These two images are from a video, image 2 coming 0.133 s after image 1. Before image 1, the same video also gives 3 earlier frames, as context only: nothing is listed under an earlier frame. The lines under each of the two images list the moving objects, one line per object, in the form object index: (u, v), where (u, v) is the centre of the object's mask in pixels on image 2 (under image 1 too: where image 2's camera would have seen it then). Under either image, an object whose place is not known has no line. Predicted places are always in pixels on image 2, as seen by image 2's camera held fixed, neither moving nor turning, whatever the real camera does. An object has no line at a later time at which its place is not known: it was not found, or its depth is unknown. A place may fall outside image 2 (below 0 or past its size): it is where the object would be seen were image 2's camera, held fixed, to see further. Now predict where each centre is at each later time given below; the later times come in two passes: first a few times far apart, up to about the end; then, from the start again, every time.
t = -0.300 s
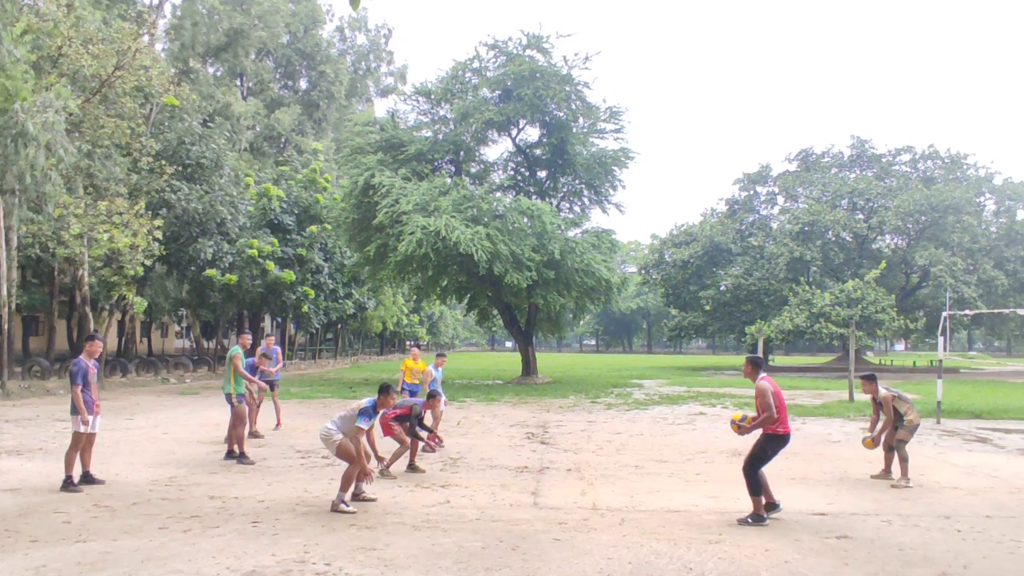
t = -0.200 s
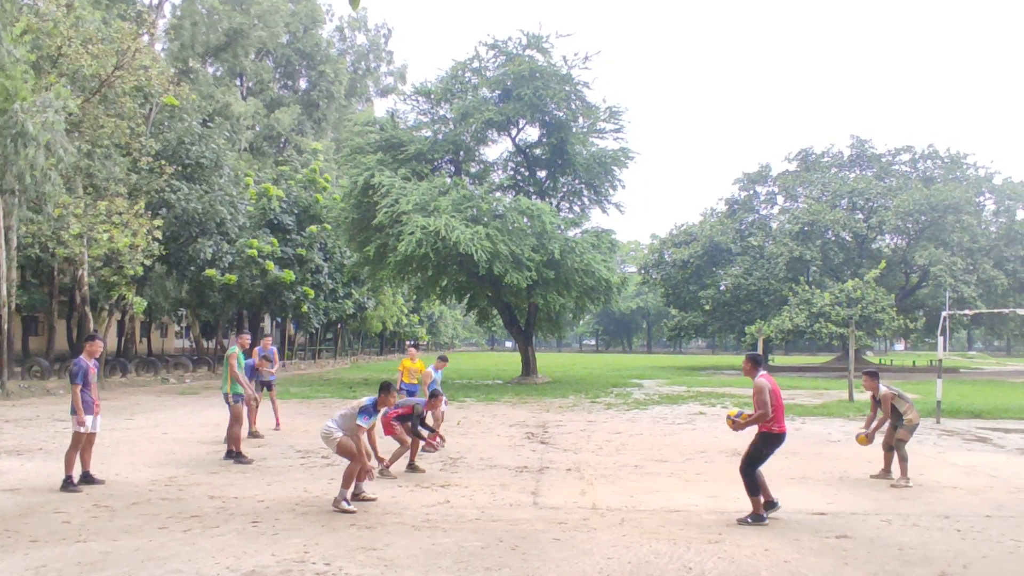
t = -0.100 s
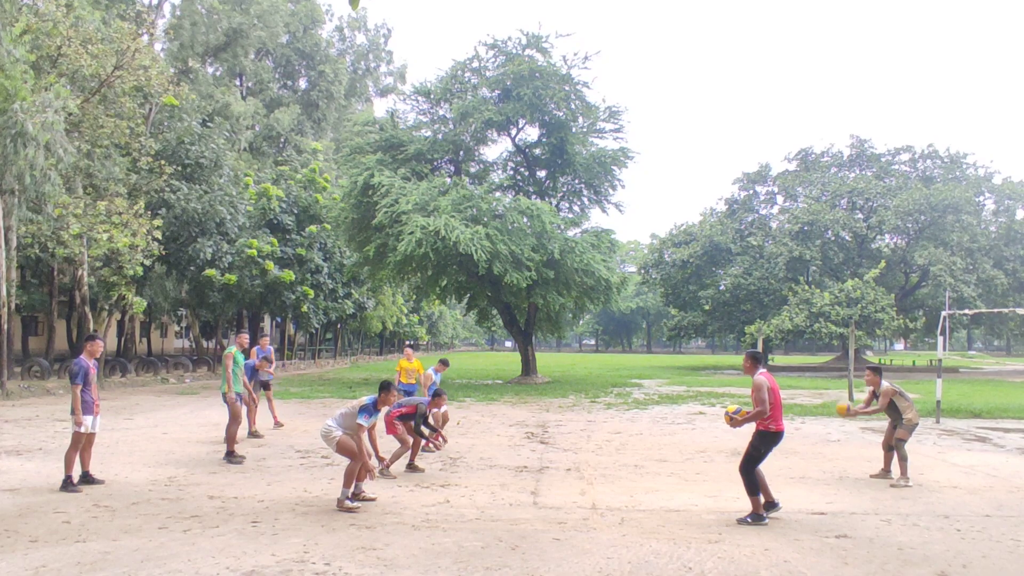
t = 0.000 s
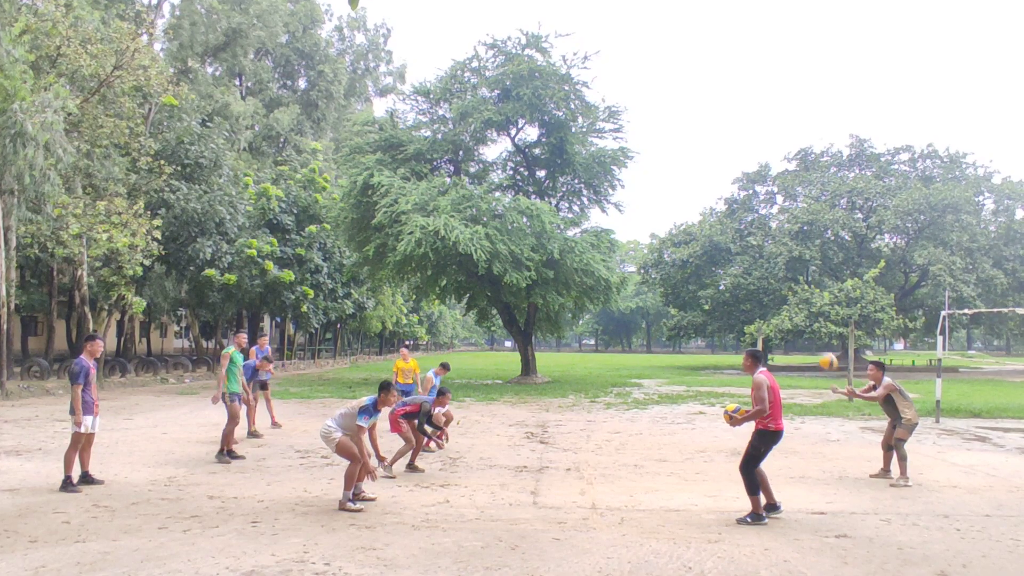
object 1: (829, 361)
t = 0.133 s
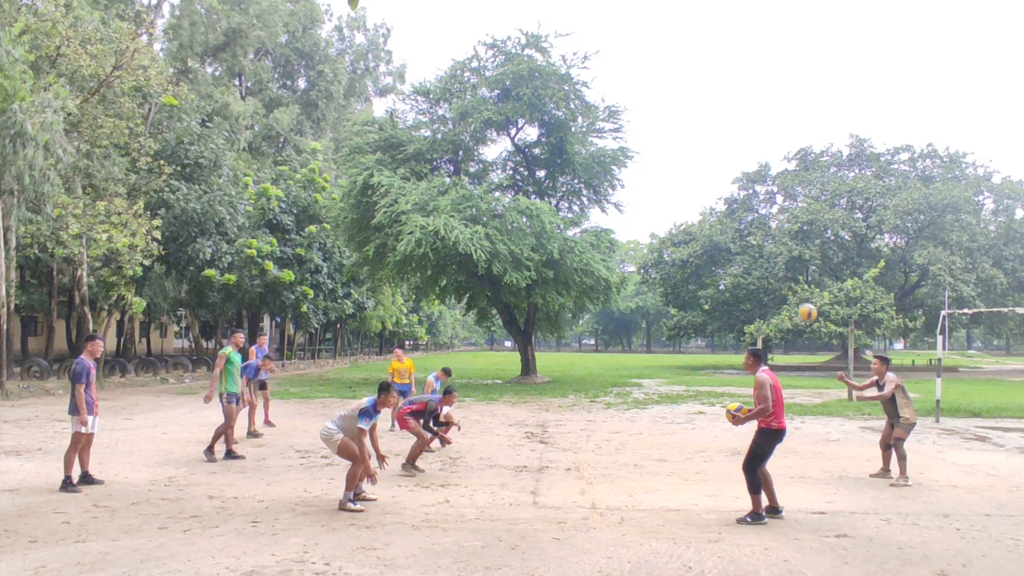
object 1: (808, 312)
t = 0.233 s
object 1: (793, 285)
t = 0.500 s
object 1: (753, 249)
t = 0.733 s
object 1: (721, 260)
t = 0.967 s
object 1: (687, 316)
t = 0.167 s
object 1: (803, 302)
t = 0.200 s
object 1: (798, 293)
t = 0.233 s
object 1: (793, 285)
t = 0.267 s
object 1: (787, 277)
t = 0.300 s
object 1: (783, 270)
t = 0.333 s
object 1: (778, 265)
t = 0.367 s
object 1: (773, 260)
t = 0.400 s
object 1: (768, 256)
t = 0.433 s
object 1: (763, 253)
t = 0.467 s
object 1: (758, 250)
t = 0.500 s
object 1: (753, 249)
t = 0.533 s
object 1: (749, 248)
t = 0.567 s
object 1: (744, 248)
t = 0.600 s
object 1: (740, 248)
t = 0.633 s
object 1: (735, 250)
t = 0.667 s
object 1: (730, 253)
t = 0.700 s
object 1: (725, 256)
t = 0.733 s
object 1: (721, 260)
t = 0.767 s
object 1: (716, 265)
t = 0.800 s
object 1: (711, 271)
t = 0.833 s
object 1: (706, 278)
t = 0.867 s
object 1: (702, 286)
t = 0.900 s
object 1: (697, 295)
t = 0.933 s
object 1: (692, 304)
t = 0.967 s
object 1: (687, 316)
